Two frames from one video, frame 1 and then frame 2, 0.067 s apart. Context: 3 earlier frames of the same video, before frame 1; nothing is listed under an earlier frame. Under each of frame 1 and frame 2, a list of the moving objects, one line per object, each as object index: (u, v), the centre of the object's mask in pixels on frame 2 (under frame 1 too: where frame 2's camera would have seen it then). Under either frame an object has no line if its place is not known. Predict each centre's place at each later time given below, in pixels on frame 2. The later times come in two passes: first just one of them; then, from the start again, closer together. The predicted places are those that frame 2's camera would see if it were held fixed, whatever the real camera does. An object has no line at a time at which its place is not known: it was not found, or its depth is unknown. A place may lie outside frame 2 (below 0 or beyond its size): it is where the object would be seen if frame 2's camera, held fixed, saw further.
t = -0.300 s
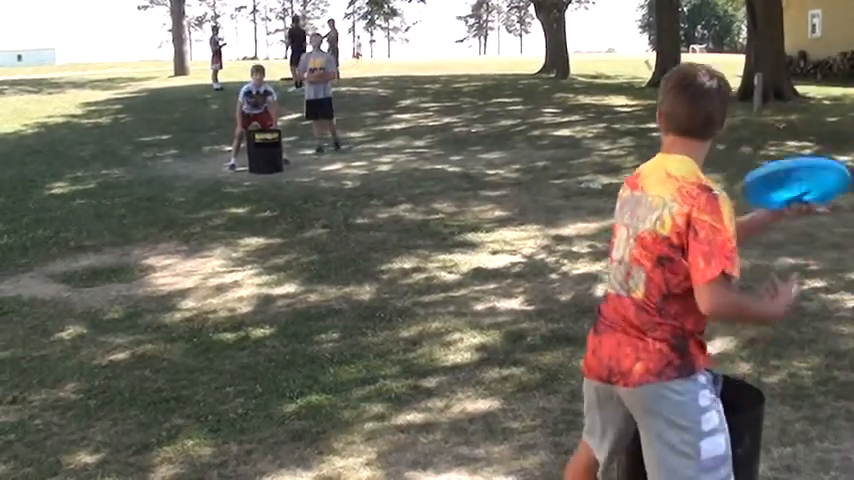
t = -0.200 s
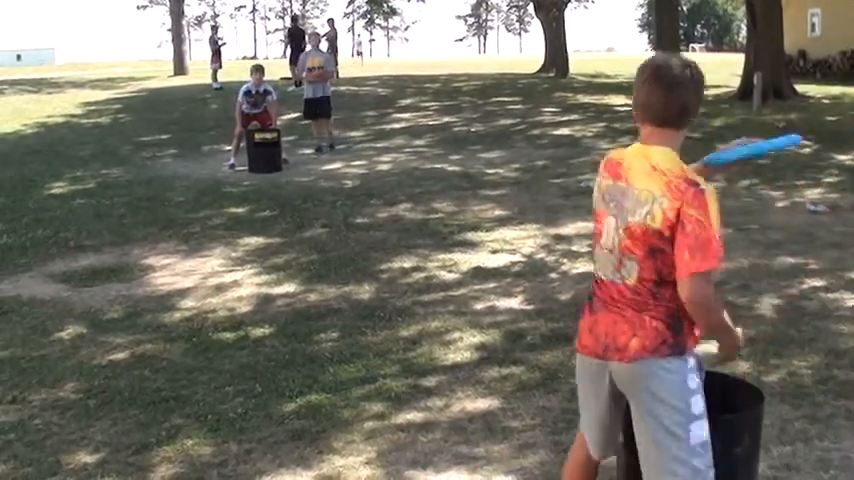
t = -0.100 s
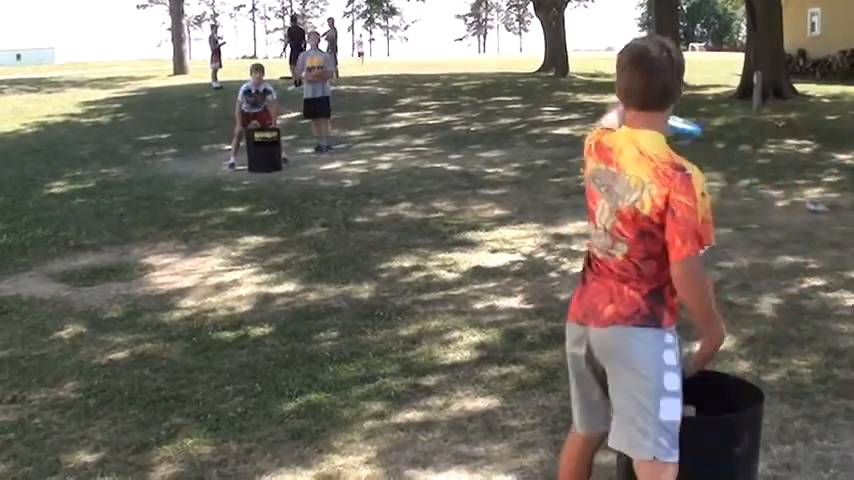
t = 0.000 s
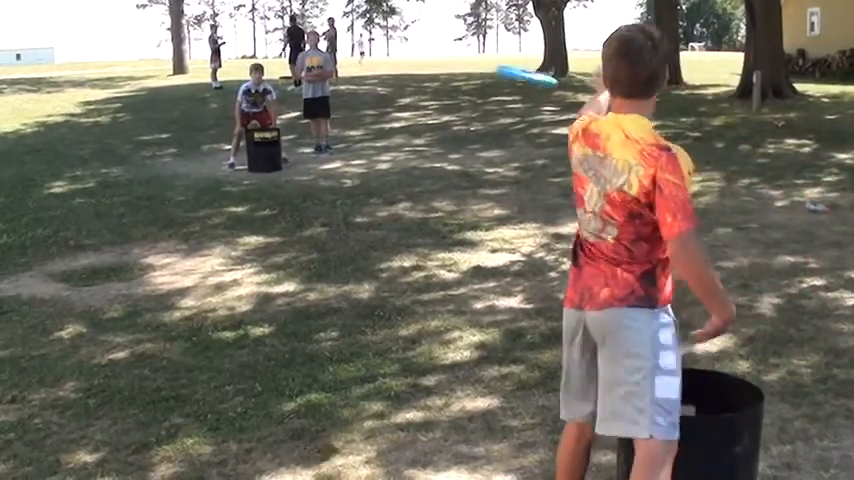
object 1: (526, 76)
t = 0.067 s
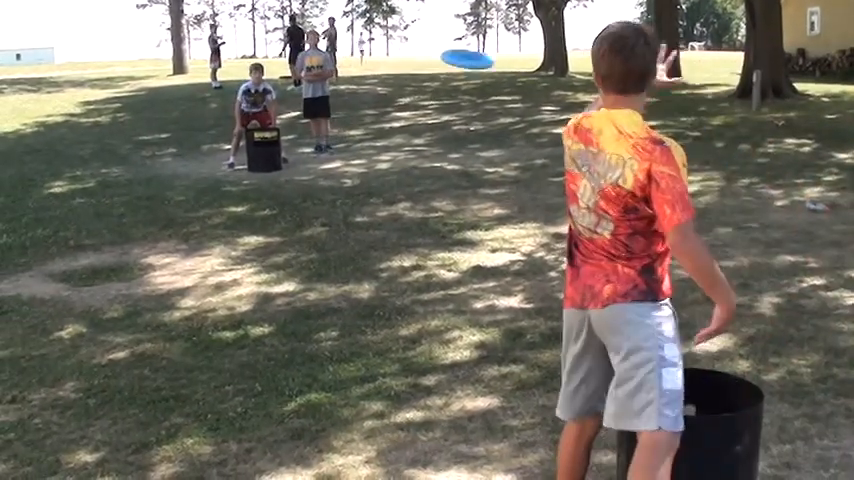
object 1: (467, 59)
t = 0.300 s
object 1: (339, 32)
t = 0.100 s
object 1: (444, 52)
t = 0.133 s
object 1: (422, 47)
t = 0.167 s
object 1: (403, 43)
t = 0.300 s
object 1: (339, 32)
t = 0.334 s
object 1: (334, 30)
